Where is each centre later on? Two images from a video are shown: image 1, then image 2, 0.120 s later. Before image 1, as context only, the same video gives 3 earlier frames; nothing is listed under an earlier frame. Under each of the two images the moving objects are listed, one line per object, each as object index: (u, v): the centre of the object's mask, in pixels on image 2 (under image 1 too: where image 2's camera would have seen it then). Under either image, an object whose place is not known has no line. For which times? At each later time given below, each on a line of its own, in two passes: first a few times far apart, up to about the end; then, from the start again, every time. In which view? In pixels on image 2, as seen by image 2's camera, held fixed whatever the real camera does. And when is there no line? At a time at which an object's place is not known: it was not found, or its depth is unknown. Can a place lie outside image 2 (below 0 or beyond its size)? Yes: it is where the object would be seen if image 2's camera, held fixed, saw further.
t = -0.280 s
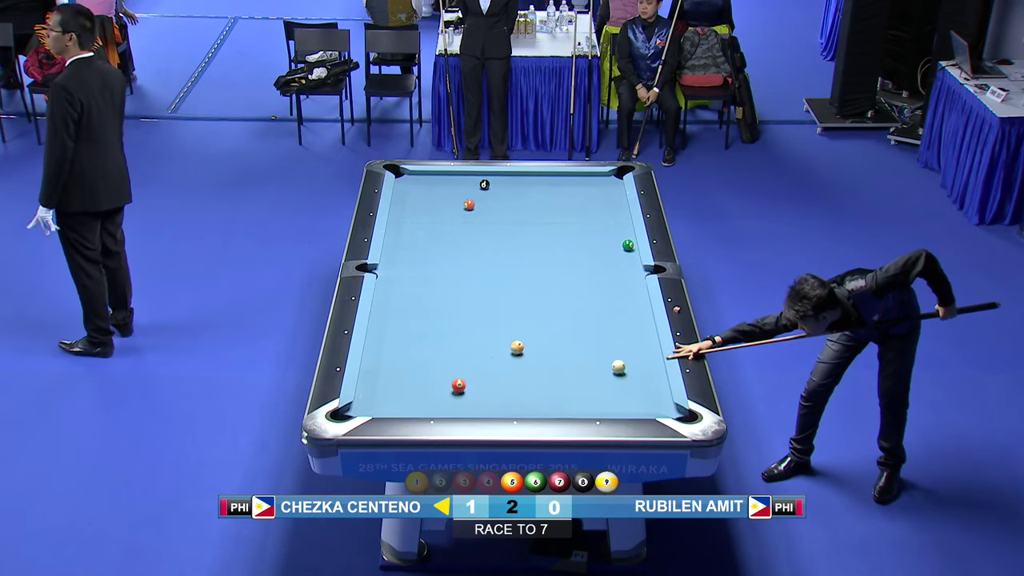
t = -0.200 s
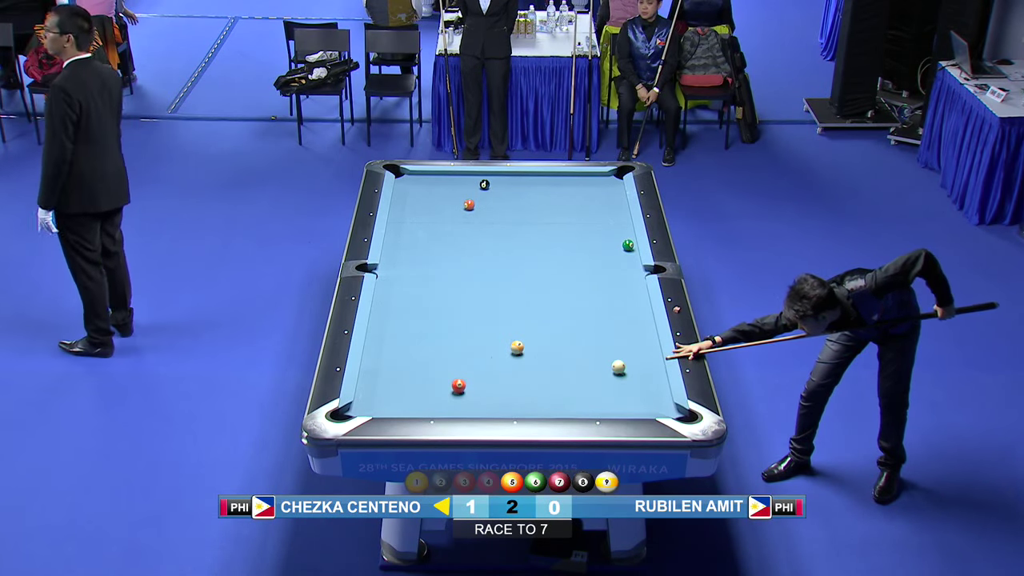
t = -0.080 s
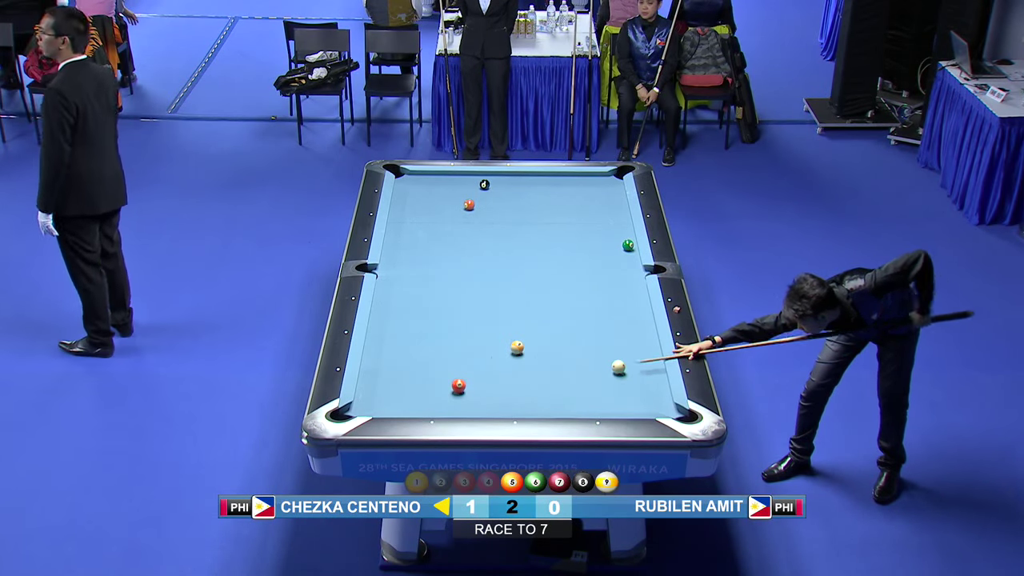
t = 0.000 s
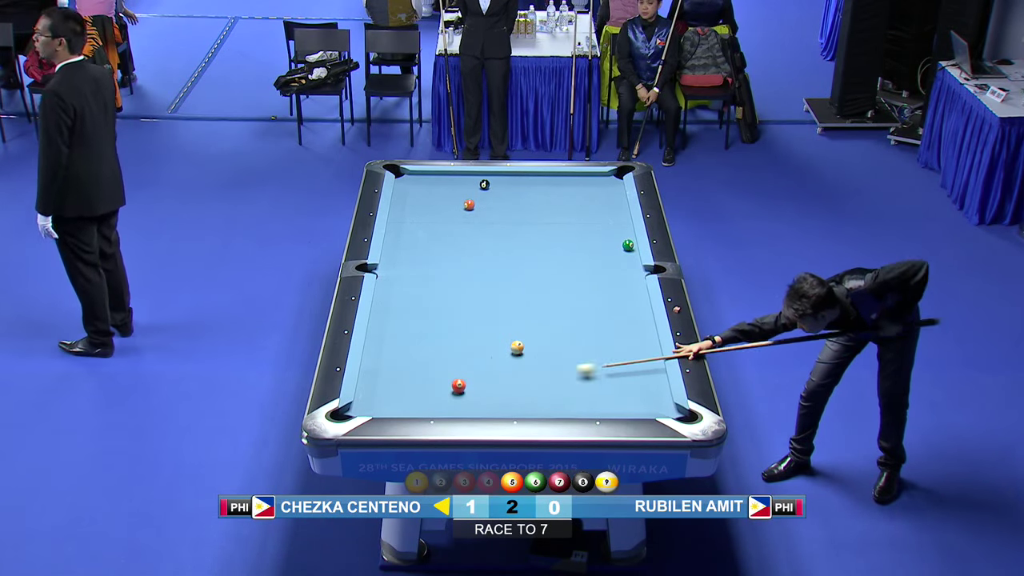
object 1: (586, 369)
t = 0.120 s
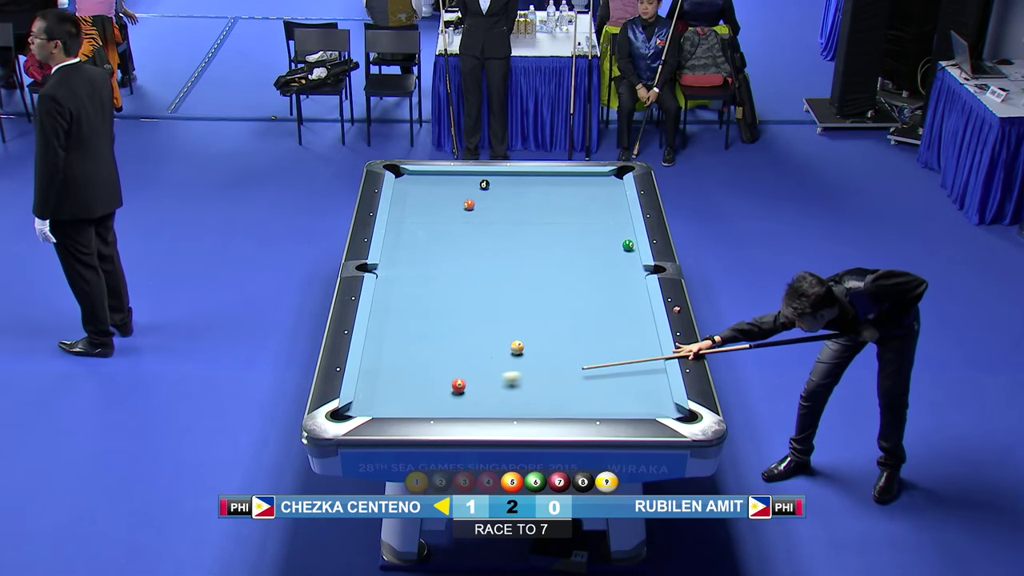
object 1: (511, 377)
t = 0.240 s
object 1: (467, 379)
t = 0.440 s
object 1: (442, 371)
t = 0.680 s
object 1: (398, 364)
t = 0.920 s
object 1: (377, 358)
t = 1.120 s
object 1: (399, 353)
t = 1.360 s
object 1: (421, 348)
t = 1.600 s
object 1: (443, 343)
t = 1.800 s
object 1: (460, 339)
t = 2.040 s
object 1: (479, 335)
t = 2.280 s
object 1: (496, 330)
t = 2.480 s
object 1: (510, 327)
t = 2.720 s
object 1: (526, 324)
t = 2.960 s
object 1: (540, 320)
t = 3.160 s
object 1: (551, 317)
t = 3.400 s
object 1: (564, 314)
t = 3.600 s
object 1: (574, 312)
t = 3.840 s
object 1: (585, 309)
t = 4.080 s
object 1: (595, 307)
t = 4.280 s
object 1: (602, 305)
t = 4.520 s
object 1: (611, 303)
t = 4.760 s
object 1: (618, 301)
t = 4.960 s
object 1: (624, 300)
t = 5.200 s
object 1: (630, 298)
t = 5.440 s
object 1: (635, 297)
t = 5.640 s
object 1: (639, 297)
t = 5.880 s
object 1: (642, 296)
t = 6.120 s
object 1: (642, 295)
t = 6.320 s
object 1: (641, 295)
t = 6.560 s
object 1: (641, 295)
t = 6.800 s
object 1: (640, 295)
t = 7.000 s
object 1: (640, 295)
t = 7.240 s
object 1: (640, 295)
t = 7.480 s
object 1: (640, 295)
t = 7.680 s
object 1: (640, 295)
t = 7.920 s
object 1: (640, 295)
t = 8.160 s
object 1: (640, 295)
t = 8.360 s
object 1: (640, 295)
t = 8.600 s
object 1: (640, 295)
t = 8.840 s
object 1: (640, 295)
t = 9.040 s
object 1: (640, 295)
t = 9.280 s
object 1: (640, 295)
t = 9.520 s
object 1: (640, 295)
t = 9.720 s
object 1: (640, 295)
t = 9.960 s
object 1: (640, 295)
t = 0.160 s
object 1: (487, 380)
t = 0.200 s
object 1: (470, 381)
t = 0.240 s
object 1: (467, 379)
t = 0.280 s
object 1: (463, 377)
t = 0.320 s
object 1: (459, 375)
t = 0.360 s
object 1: (454, 373)
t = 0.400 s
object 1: (448, 372)
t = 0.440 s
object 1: (442, 371)
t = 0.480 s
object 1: (435, 369)
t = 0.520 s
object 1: (428, 368)
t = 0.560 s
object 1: (421, 367)
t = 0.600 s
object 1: (413, 366)
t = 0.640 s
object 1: (405, 365)
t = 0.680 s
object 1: (398, 364)
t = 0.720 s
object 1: (390, 363)
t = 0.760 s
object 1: (383, 362)
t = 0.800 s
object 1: (375, 361)
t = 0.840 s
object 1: (368, 360)
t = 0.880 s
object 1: (371, 359)
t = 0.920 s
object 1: (377, 358)
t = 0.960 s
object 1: (382, 357)
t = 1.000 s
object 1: (387, 356)
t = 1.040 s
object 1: (391, 355)
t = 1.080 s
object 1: (395, 354)
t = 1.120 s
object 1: (399, 353)
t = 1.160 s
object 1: (403, 352)
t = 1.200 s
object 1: (406, 351)
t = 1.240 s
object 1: (410, 350)
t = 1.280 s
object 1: (414, 350)
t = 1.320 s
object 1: (418, 349)
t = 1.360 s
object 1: (421, 348)
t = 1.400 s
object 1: (425, 347)
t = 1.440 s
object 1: (429, 346)
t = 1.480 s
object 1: (432, 345)
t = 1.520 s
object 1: (436, 345)
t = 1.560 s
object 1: (439, 344)
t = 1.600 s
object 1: (443, 343)
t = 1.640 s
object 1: (446, 342)
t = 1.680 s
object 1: (450, 341)
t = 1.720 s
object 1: (453, 341)
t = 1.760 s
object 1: (456, 340)
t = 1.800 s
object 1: (460, 339)
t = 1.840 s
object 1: (463, 338)
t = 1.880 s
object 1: (466, 337)
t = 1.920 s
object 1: (469, 337)
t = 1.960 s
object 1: (472, 336)
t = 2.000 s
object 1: (476, 335)
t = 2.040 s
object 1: (479, 335)
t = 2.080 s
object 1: (482, 334)
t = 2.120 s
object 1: (484, 333)
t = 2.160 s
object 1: (488, 332)
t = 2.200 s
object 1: (490, 332)
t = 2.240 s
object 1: (493, 331)
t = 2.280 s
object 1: (496, 330)
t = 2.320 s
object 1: (499, 330)
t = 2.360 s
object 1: (502, 329)
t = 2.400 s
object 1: (505, 329)
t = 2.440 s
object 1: (507, 328)
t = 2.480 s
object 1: (510, 327)
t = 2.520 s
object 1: (513, 327)
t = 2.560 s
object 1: (515, 326)
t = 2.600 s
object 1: (518, 326)
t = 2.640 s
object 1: (521, 325)
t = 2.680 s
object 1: (523, 324)
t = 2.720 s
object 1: (526, 324)
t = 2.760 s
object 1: (528, 323)
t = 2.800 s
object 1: (530, 323)
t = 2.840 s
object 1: (533, 322)
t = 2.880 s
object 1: (535, 321)
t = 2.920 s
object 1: (537, 321)
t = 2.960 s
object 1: (540, 320)
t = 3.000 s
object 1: (542, 319)
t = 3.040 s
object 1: (544, 319)
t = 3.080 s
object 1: (547, 318)
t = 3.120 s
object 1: (549, 318)
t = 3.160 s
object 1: (551, 317)
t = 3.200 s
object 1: (554, 317)
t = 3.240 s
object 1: (556, 316)
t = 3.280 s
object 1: (558, 316)
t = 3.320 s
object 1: (560, 315)
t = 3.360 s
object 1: (562, 315)
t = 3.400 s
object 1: (564, 314)
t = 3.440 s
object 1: (566, 314)
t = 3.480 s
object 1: (568, 313)
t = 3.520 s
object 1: (570, 313)
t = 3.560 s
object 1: (572, 312)
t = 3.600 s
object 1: (574, 312)
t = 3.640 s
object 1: (576, 312)
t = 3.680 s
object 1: (577, 311)
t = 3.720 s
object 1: (579, 311)
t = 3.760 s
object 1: (581, 310)
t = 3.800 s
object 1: (583, 310)
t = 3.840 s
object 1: (585, 309)
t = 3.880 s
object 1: (586, 309)
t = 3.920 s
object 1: (588, 309)
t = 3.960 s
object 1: (590, 308)
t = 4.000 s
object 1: (591, 308)
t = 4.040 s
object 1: (593, 307)
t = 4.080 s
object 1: (595, 307)
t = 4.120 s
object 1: (596, 306)
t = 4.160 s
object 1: (598, 306)
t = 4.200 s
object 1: (599, 306)
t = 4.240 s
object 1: (601, 305)
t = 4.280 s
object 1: (602, 305)
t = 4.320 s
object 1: (604, 305)
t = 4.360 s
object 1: (605, 304)
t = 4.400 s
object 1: (606, 304)
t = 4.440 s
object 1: (608, 304)
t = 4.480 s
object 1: (609, 303)
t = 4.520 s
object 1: (611, 303)
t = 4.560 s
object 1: (612, 303)
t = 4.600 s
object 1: (613, 302)
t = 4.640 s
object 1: (615, 302)
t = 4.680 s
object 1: (616, 302)
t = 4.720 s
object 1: (617, 302)
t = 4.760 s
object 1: (618, 301)
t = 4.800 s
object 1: (620, 301)
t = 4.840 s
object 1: (621, 301)
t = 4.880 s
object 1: (622, 300)
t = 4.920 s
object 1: (623, 300)
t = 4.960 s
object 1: (624, 300)
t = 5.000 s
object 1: (625, 300)
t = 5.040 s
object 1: (626, 300)
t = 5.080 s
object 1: (627, 299)
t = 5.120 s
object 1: (628, 299)
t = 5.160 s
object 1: (629, 299)
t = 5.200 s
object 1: (630, 298)
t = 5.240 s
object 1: (631, 298)
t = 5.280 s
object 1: (631, 298)
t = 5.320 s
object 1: (632, 298)
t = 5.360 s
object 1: (633, 297)
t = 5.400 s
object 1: (634, 297)
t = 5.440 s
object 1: (635, 297)
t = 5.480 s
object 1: (636, 297)
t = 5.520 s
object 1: (637, 297)
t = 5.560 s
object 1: (638, 297)
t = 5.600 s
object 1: (638, 297)
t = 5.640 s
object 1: (639, 297)
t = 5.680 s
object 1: (640, 296)
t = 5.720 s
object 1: (640, 296)
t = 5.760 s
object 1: (641, 296)
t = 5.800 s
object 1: (641, 296)
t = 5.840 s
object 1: (642, 296)
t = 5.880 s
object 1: (642, 296)
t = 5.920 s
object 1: (643, 295)
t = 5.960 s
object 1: (642, 295)
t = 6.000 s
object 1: (642, 295)
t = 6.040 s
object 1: (642, 295)
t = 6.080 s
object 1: (642, 295)
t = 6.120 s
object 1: (642, 295)
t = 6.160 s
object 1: (642, 295)
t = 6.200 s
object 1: (642, 295)
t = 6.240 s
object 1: (641, 295)
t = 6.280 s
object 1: (641, 295)
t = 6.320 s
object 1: (641, 295)
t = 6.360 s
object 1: (641, 295)
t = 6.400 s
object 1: (641, 295)
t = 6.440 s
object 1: (641, 295)
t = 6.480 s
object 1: (641, 295)
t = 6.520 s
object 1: (641, 295)
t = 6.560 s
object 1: (641, 295)
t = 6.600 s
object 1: (641, 295)
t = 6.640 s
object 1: (641, 295)
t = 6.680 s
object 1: (640, 295)
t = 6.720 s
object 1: (640, 295)
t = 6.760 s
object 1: (640, 295)
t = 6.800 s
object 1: (640, 295)
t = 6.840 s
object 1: (640, 295)
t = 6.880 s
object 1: (640, 295)
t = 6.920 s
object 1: (640, 295)
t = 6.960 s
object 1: (640, 295)
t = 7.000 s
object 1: (640, 295)
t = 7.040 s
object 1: (640, 295)
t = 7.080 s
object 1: (640, 295)
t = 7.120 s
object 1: (640, 295)
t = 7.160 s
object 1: (640, 295)
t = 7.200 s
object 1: (640, 295)
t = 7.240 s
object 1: (640, 295)
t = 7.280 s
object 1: (640, 295)
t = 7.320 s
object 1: (640, 295)
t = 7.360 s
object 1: (640, 295)
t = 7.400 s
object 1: (640, 295)
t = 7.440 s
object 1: (640, 295)
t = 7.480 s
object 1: (640, 295)
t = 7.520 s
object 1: (640, 295)
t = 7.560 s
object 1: (640, 295)
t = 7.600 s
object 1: (640, 295)
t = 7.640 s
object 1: (640, 295)
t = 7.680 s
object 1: (640, 295)
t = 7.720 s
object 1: (640, 295)
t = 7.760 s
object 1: (640, 295)
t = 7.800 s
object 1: (640, 295)
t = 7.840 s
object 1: (640, 295)
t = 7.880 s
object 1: (640, 295)
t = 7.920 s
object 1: (640, 295)
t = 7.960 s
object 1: (640, 295)
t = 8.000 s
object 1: (640, 295)
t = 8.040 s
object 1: (640, 295)
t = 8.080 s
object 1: (640, 295)
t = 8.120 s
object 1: (640, 295)
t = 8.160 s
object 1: (640, 295)
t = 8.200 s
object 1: (640, 295)
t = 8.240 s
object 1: (640, 295)
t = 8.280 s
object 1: (640, 295)
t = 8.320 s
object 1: (640, 295)
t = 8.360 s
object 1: (640, 295)
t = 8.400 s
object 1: (640, 295)
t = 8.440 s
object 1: (640, 295)
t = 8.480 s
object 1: (640, 295)
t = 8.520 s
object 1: (640, 295)
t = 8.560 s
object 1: (640, 295)
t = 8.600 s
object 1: (640, 295)
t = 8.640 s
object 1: (640, 295)
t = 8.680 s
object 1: (640, 295)
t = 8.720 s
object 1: (640, 295)
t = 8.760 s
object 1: (640, 295)
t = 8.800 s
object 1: (640, 295)
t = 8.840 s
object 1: (640, 295)
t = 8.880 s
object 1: (640, 295)
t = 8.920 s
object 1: (640, 295)
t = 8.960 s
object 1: (640, 295)
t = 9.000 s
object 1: (640, 295)
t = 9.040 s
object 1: (640, 295)
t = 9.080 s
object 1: (640, 295)
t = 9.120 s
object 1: (640, 295)
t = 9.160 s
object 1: (640, 295)
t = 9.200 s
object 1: (640, 295)
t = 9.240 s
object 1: (640, 295)
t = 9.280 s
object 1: (640, 295)
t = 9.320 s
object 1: (640, 295)
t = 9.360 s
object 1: (640, 295)
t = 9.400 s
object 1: (640, 295)
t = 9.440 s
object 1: (640, 295)
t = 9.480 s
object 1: (640, 295)
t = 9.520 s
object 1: (640, 295)
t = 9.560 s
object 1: (640, 295)
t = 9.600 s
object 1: (640, 295)
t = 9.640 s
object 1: (640, 295)
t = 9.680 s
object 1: (640, 295)
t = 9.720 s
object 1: (640, 295)
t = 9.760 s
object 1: (640, 295)
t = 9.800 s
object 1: (640, 295)
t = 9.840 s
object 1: (640, 295)
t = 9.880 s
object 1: (640, 295)
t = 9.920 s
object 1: (640, 295)
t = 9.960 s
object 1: (640, 295)
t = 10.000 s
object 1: (640, 295)
